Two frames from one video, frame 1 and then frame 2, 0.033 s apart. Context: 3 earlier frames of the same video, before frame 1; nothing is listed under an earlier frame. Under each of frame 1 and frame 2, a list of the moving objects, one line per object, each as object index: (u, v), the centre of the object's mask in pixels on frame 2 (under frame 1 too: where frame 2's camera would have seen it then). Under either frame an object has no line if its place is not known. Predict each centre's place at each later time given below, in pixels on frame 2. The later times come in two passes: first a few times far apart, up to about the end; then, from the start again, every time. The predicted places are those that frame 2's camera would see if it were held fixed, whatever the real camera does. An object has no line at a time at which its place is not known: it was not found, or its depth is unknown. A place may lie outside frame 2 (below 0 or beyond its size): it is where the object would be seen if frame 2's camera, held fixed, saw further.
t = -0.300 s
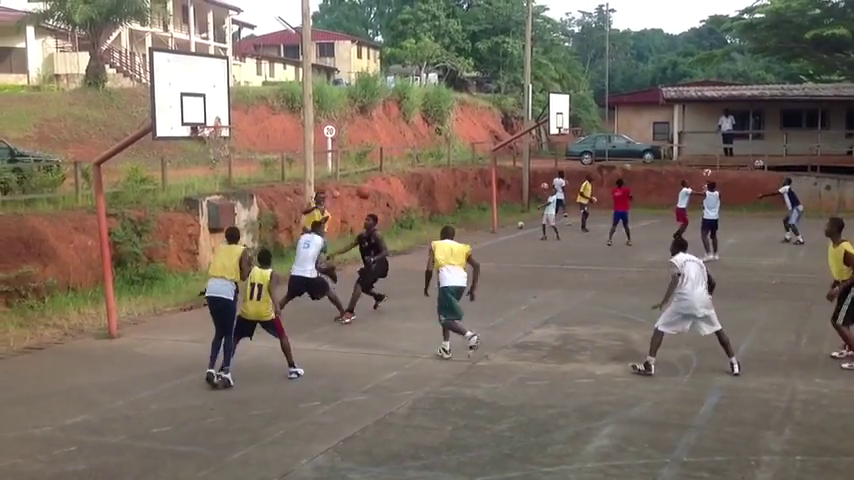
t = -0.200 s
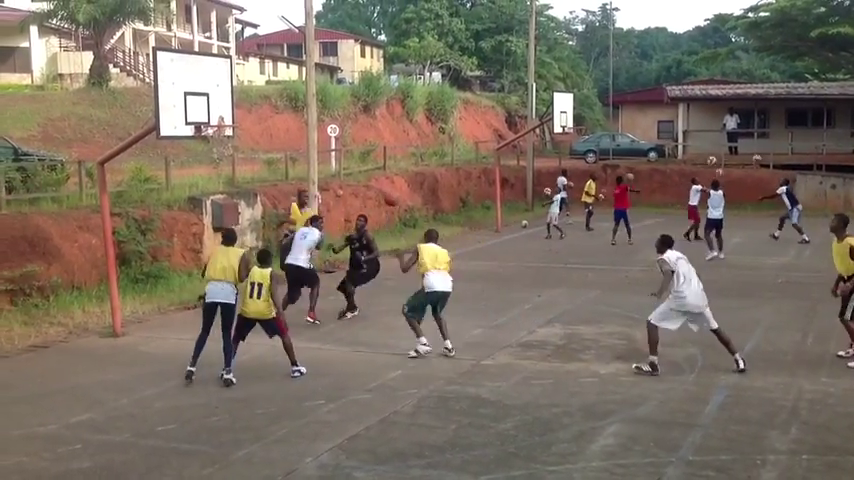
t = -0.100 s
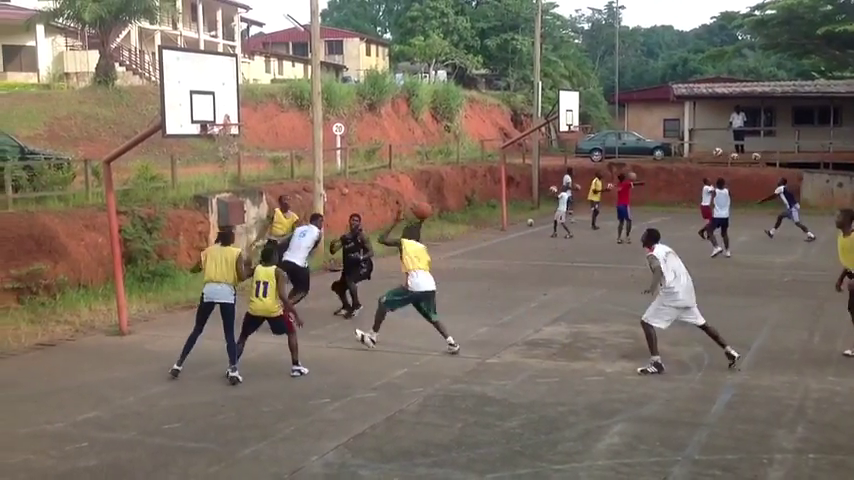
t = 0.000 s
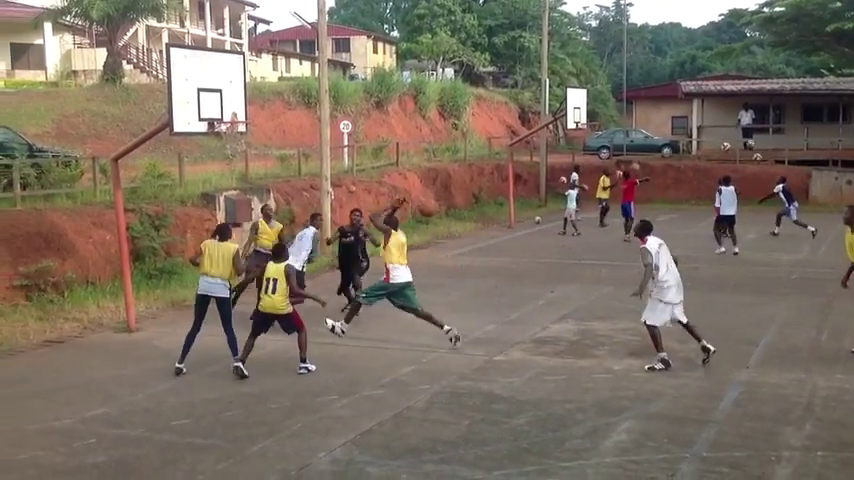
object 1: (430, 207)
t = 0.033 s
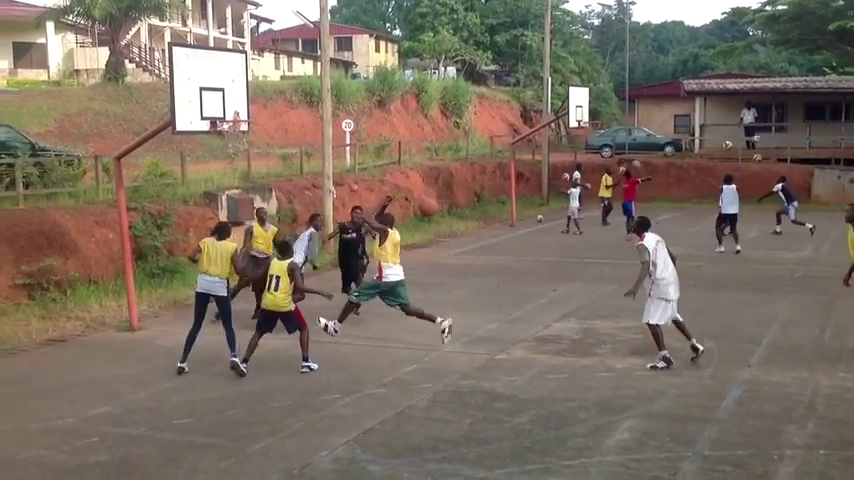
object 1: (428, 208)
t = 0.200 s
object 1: (420, 227)
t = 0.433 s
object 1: (409, 308)
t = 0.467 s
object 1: (408, 326)
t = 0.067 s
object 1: (426, 210)
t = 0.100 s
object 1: (425, 212)
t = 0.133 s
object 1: (423, 216)
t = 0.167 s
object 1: (422, 221)
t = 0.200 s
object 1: (420, 227)
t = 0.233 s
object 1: (418, 236)
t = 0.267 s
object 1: (417, 243)
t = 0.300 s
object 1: (415, 254)
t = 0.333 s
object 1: (413, 265)
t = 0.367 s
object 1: (412, 278)
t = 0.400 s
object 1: (410, 292)
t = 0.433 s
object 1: (409, 308)
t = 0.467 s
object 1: (408, 326)
